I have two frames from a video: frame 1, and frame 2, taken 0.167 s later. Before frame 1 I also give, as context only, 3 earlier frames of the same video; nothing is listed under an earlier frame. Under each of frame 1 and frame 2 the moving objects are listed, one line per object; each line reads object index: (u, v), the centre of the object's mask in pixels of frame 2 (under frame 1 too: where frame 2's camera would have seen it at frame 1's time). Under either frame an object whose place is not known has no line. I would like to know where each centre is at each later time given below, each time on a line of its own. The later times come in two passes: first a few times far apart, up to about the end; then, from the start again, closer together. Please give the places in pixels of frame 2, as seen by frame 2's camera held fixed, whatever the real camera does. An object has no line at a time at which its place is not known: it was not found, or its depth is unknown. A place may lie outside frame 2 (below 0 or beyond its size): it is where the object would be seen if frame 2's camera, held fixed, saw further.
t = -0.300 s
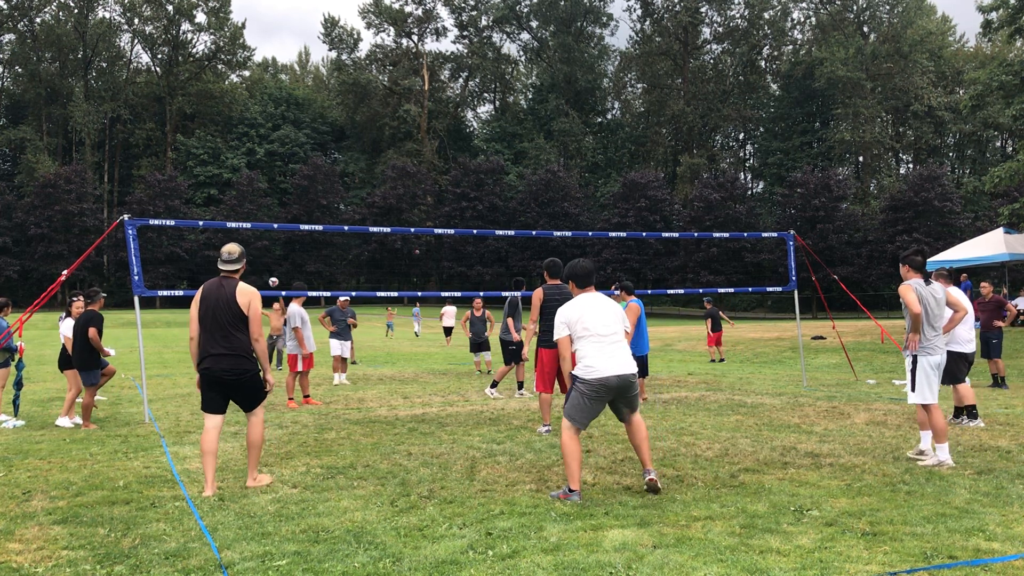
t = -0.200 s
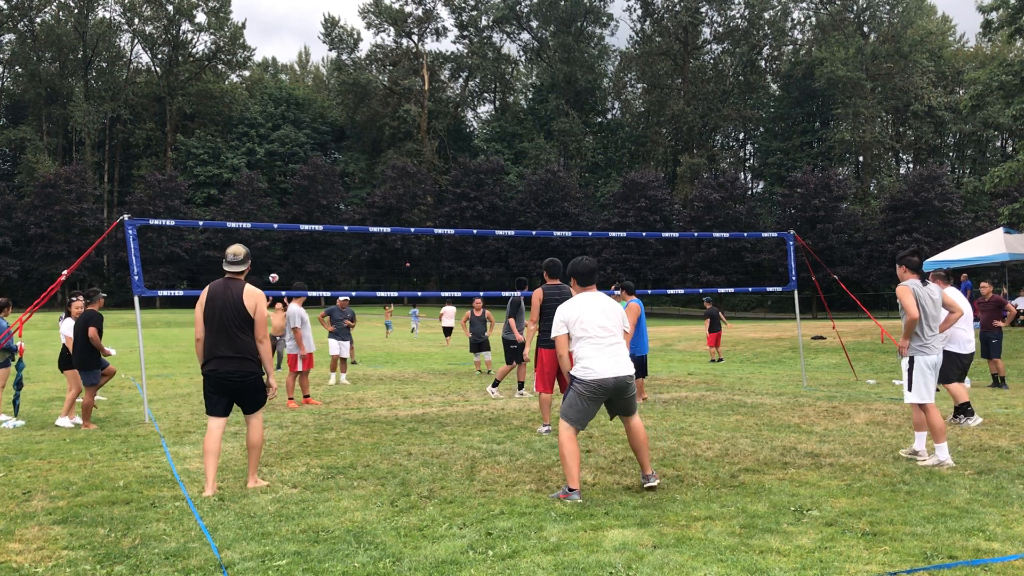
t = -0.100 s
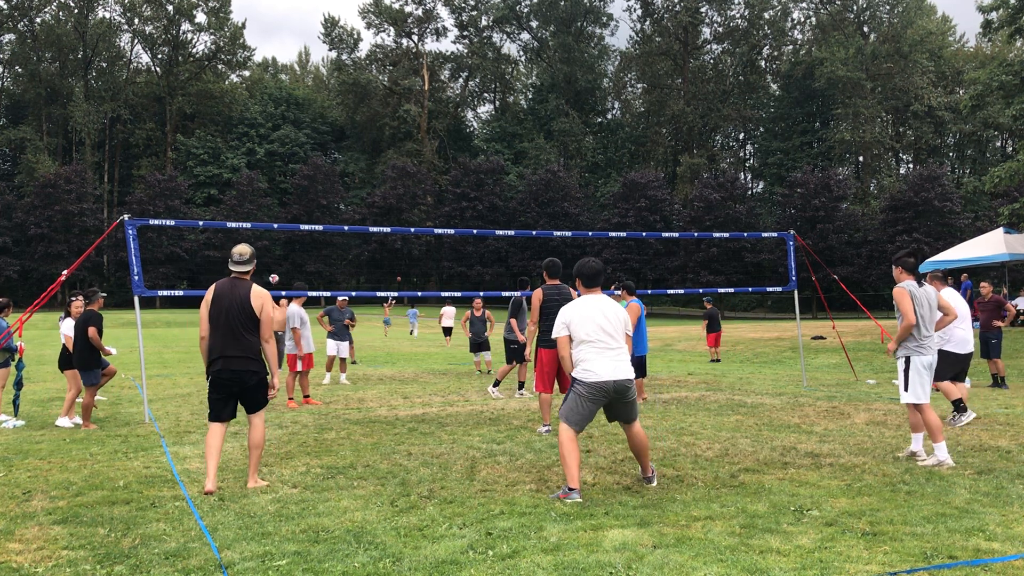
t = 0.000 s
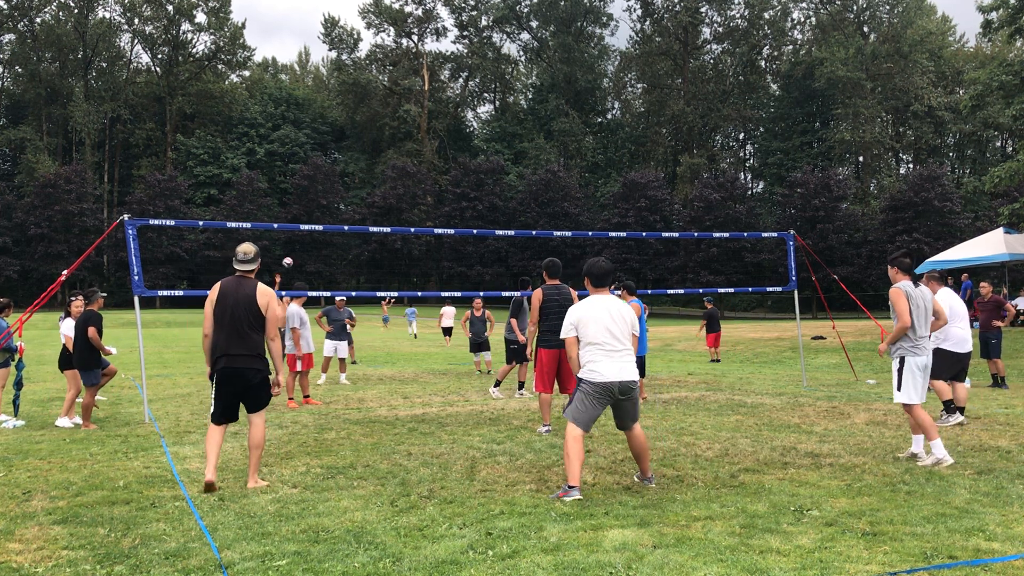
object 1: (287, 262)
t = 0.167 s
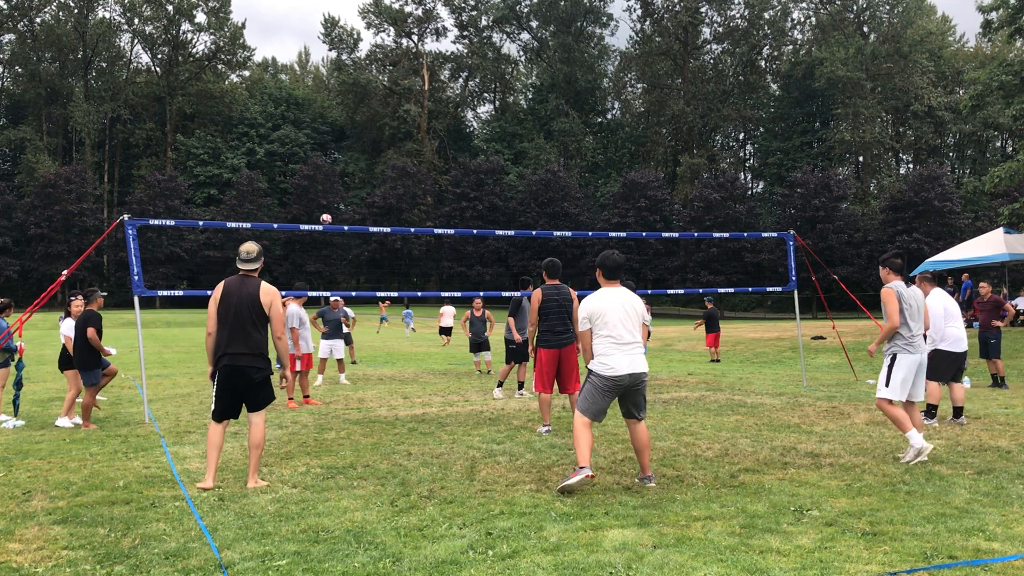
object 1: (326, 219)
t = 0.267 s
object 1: (351, 196)
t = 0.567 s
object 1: (442, 145)
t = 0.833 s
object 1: (550, 132)
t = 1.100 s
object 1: (695, 174)
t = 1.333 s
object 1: (870, 277)
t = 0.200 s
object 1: (334, 211)
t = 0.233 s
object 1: (342, 204)
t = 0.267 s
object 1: (351, 196)
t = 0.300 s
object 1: (360, 189)
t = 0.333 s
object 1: (369, 182)
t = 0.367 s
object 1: (379, 177)
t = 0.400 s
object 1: (389, 170)
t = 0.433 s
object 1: (399, 164)
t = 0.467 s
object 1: (409, 159)
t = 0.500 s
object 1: (420, 153)
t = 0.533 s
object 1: (431, 149)
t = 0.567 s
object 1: (442, 145)
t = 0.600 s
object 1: (454, 141)
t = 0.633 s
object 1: (467, 138)
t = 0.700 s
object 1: (493, 133)
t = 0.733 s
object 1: (506, 132)
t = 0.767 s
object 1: (521, 132)
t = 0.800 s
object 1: (535, 131)
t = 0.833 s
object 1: (550, 132)
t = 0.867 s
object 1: (566, 134)
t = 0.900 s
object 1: (583, 136)
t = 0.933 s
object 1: (600, 140)
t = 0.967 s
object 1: (618, 145)
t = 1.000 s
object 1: (636, 150)
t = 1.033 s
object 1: (655, 157)
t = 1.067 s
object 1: (675, 165)
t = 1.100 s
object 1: (695, 174)
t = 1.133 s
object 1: (717, 184)
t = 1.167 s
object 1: (740, 196)
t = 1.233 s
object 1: (788, 223)
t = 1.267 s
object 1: (815, 239)
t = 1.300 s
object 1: (842, 257)
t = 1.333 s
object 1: (870, 277)
